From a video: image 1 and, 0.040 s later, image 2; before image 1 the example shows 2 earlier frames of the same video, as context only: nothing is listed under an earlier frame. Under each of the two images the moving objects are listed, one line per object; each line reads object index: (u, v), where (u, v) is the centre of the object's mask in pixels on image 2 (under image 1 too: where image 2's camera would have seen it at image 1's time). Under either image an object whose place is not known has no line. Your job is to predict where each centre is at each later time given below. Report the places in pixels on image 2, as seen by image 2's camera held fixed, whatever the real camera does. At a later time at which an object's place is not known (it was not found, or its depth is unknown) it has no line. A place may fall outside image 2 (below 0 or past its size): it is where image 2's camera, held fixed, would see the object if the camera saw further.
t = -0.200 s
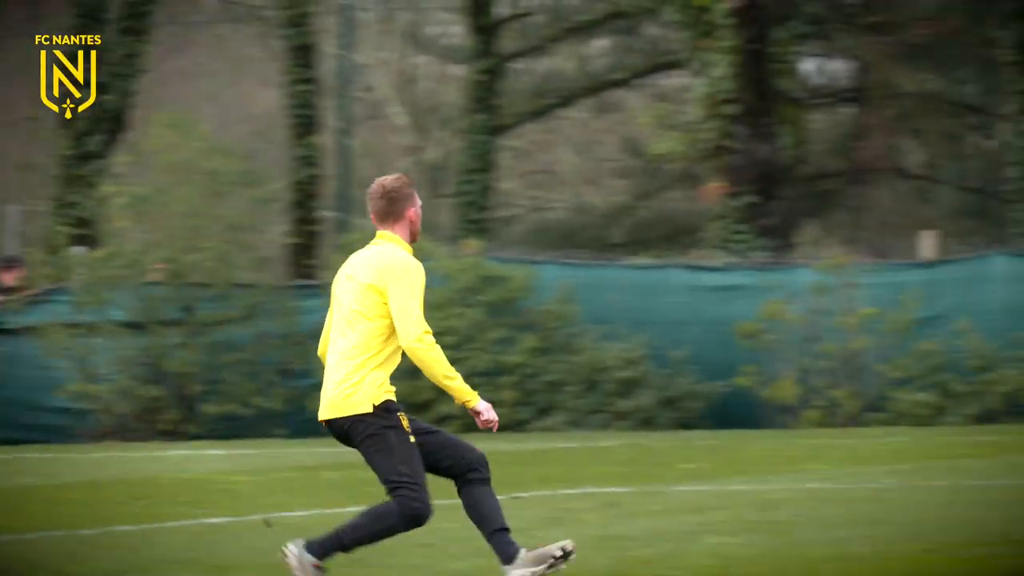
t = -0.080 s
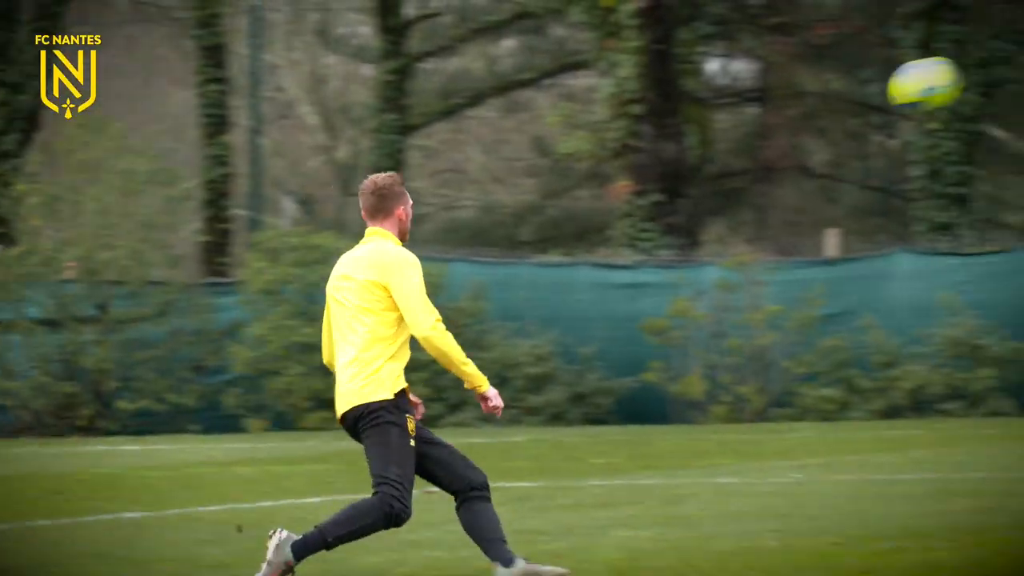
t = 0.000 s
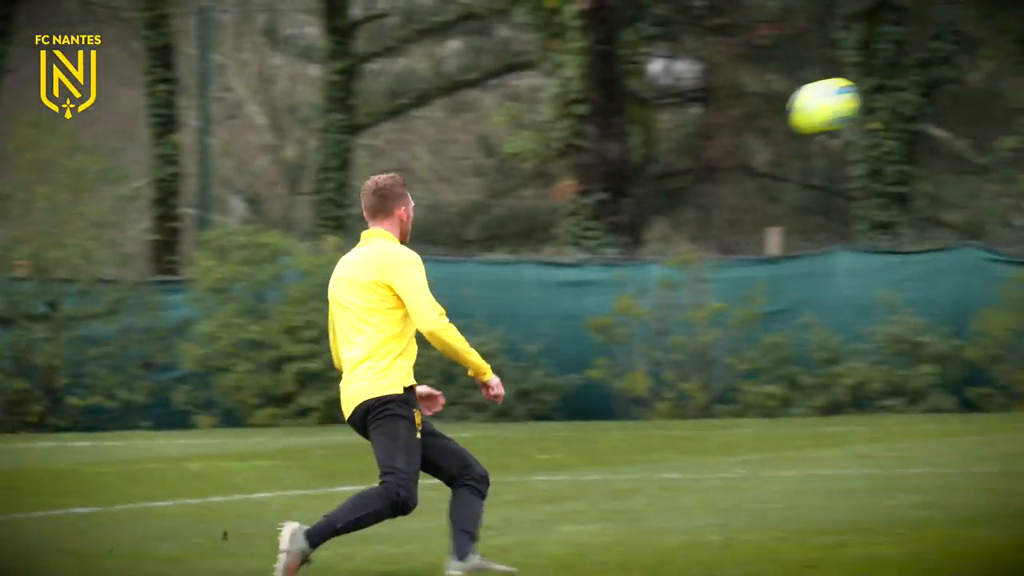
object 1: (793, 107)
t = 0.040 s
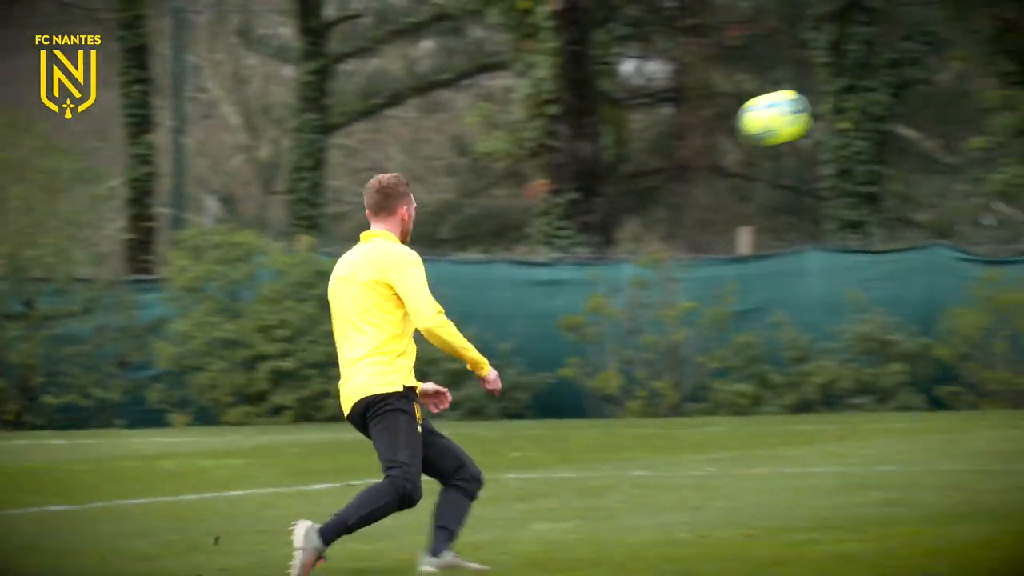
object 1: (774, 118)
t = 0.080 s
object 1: (752, 131)
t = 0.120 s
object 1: (730, 147)
